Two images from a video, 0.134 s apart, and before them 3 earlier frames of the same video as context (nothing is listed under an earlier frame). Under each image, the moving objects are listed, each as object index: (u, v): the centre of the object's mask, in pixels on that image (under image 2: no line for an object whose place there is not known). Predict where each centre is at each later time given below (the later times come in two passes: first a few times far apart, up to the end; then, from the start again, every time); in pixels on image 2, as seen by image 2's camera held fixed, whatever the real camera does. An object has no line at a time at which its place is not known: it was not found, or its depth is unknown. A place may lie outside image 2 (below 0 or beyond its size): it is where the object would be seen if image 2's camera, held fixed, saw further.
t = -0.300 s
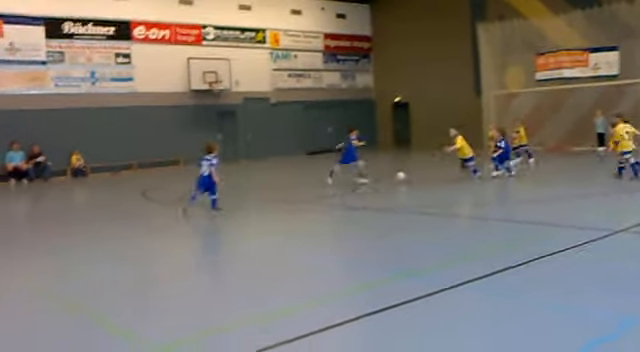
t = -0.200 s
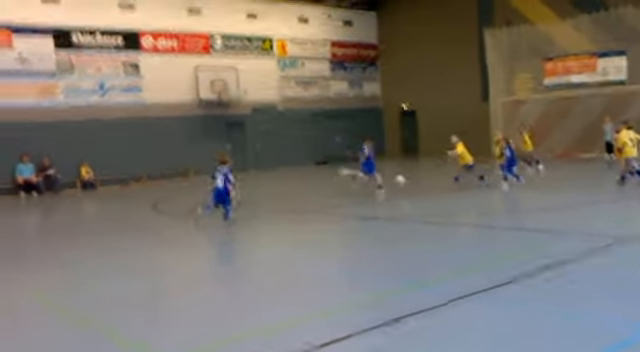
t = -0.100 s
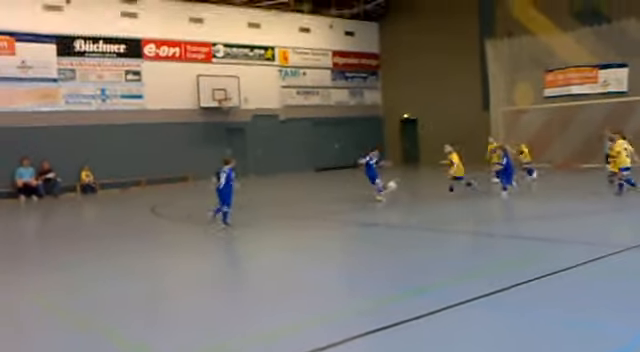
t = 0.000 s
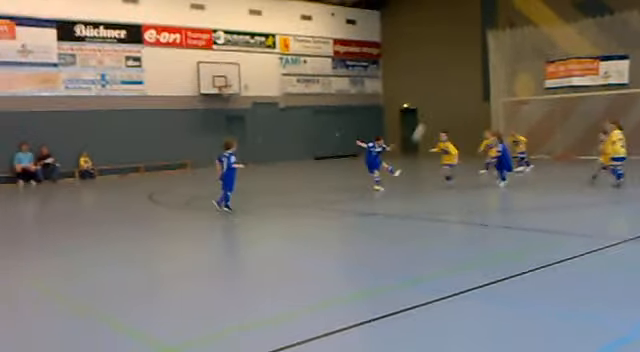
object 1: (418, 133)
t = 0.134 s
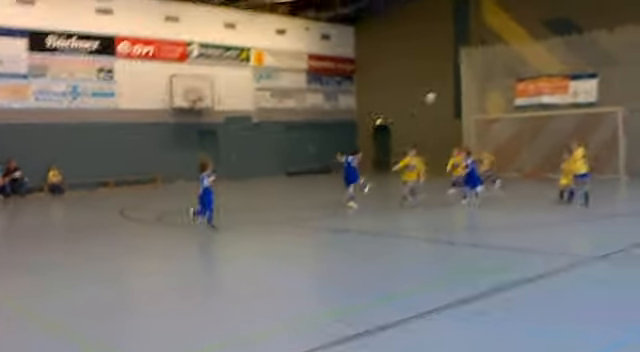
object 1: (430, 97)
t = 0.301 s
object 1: (473, 47)
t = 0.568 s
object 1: (534, 0)
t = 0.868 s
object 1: (591, -18)
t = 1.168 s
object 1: (637, -5)
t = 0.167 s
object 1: (440, 85)
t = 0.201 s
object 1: (448, 76)
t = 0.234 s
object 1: (456, 66)
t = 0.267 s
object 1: (465, 56)
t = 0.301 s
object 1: (473, 47)
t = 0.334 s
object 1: (481, 40)
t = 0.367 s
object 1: (489, 34)
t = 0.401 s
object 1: (497, 26)
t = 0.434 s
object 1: (505, 19)
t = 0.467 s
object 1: (512, 14)
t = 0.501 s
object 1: (520, 9)
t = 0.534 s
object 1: (527, 4)
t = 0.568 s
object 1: (534, 0)
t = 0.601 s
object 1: (541, -4)
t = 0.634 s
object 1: (548, -7)
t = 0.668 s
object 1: (554, -10)
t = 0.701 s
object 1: (560, -12)
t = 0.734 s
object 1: (566, -14)
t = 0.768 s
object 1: (573, -16)
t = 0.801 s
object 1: (579, -17)
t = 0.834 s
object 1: (585, -18)
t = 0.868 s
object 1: (591, -18)
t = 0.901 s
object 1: (596, -17)
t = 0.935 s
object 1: (602, -17)
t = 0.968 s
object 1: (607, -16)
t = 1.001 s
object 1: (613, -16)
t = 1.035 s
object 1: (617, -15)
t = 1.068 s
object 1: (622, -13)
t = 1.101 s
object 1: (627, -11)
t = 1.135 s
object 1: (633, -7)
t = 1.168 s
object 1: (637, -5)
